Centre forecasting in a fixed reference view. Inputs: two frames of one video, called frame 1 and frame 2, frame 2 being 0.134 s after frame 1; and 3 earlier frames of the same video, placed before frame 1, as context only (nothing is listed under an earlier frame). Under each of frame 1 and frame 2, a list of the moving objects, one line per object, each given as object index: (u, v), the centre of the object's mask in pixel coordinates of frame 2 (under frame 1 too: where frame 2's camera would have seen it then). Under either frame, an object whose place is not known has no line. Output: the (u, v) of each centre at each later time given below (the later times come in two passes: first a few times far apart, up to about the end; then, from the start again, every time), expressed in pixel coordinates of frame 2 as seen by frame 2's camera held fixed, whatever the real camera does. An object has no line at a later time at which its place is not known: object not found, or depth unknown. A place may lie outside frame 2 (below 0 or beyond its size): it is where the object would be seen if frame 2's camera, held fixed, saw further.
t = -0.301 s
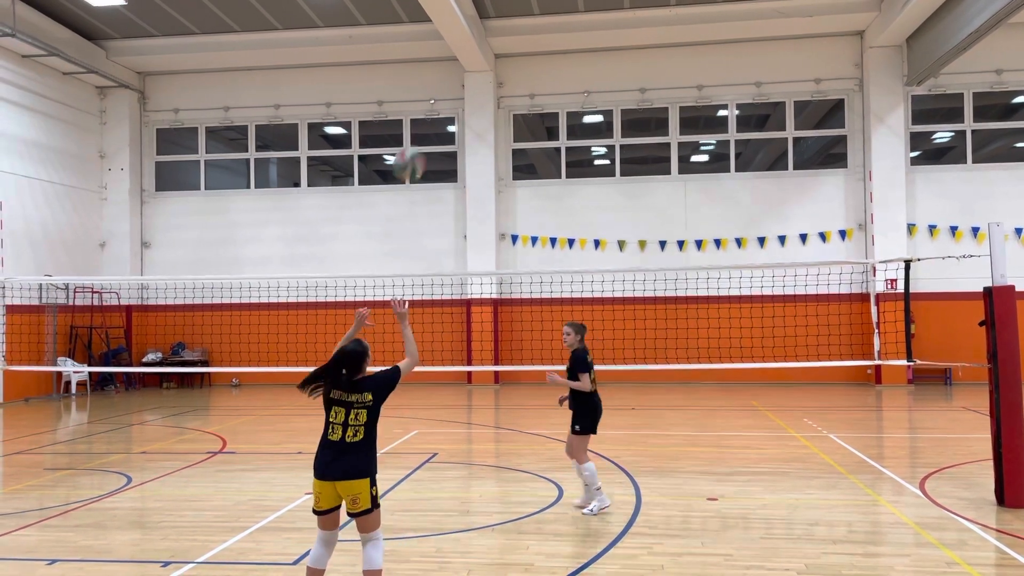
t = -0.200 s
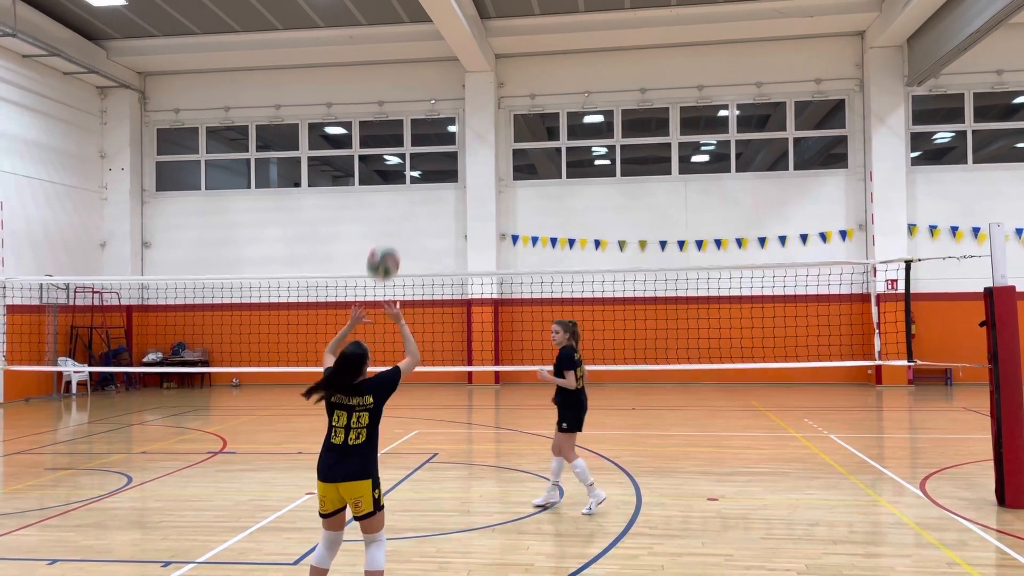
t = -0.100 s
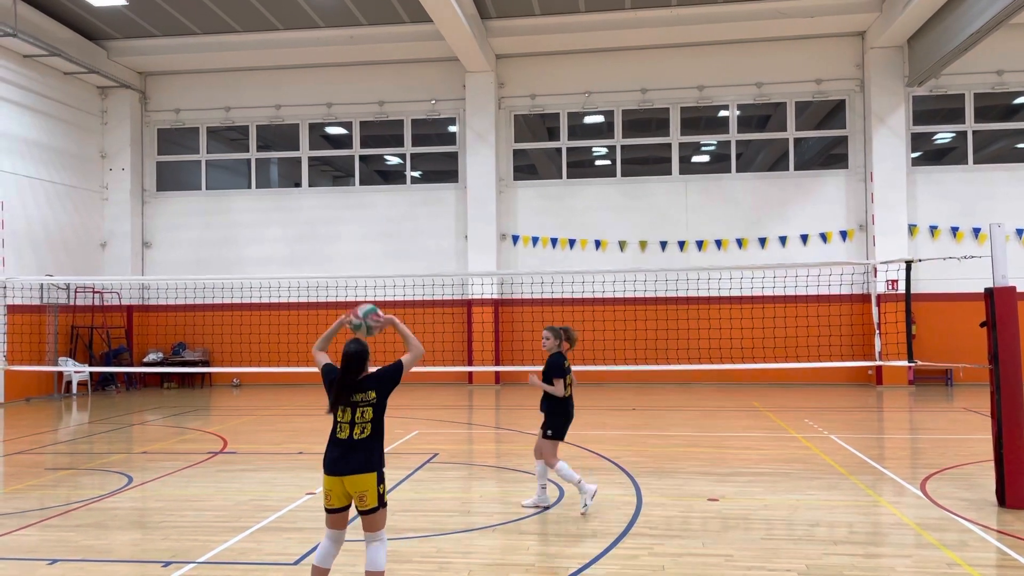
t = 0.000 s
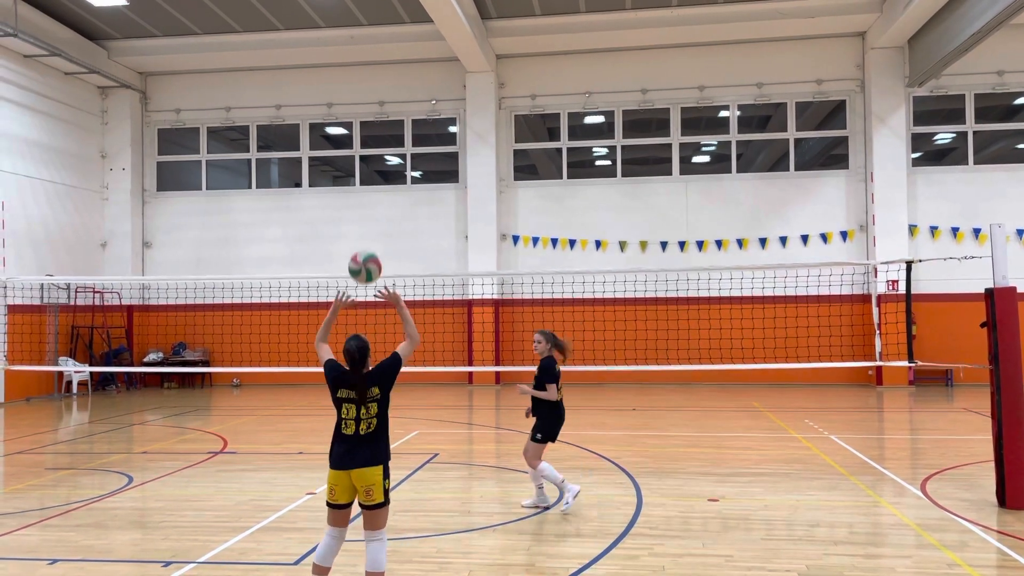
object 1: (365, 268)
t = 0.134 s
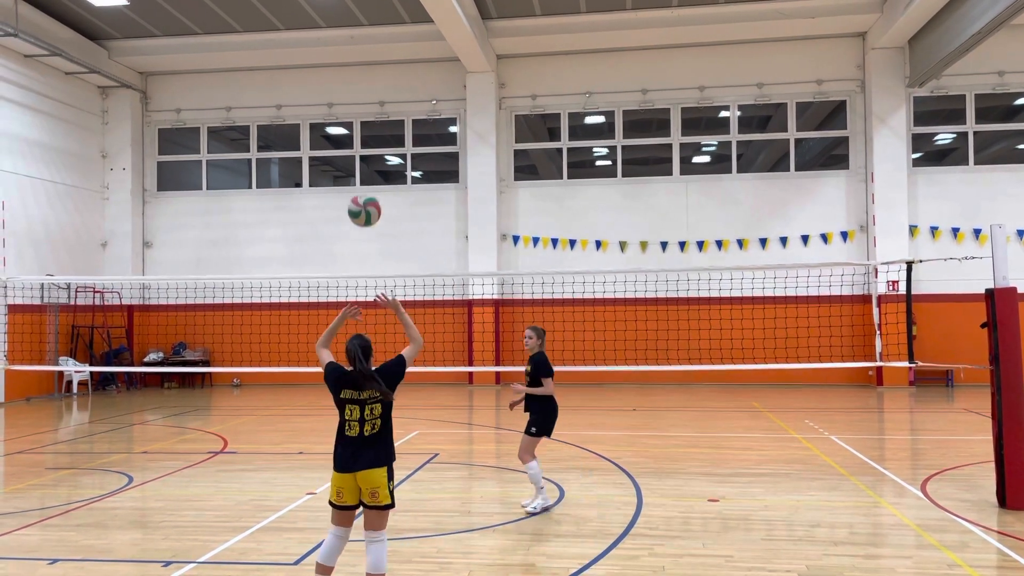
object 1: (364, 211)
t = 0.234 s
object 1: (364, 186)
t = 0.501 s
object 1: (363, 195)
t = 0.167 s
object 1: (364, 200)
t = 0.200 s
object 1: (364, 192)
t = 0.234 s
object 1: (364, 186)
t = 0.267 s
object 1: (364, 181)
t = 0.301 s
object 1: (363, 178)
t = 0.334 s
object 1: (363, 177)
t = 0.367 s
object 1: (363, 177)
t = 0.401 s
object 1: (363, 179)
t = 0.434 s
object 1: (363, 183)
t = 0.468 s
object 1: (363, 188)
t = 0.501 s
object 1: (363, 195)
